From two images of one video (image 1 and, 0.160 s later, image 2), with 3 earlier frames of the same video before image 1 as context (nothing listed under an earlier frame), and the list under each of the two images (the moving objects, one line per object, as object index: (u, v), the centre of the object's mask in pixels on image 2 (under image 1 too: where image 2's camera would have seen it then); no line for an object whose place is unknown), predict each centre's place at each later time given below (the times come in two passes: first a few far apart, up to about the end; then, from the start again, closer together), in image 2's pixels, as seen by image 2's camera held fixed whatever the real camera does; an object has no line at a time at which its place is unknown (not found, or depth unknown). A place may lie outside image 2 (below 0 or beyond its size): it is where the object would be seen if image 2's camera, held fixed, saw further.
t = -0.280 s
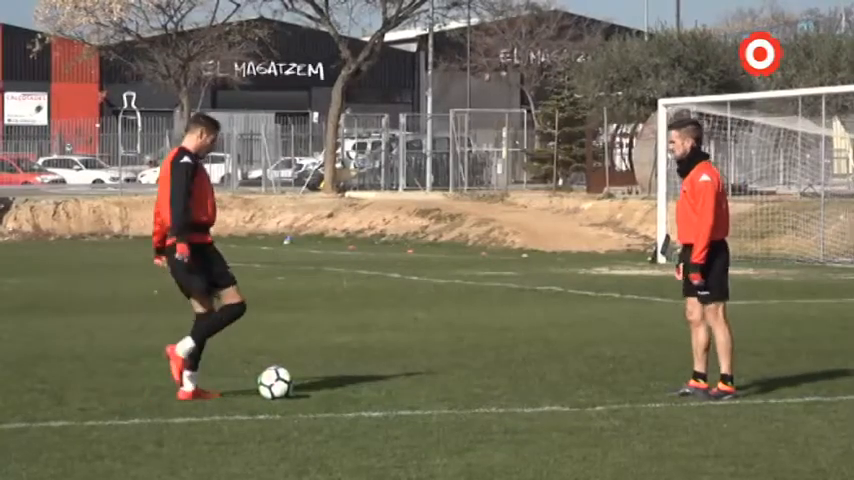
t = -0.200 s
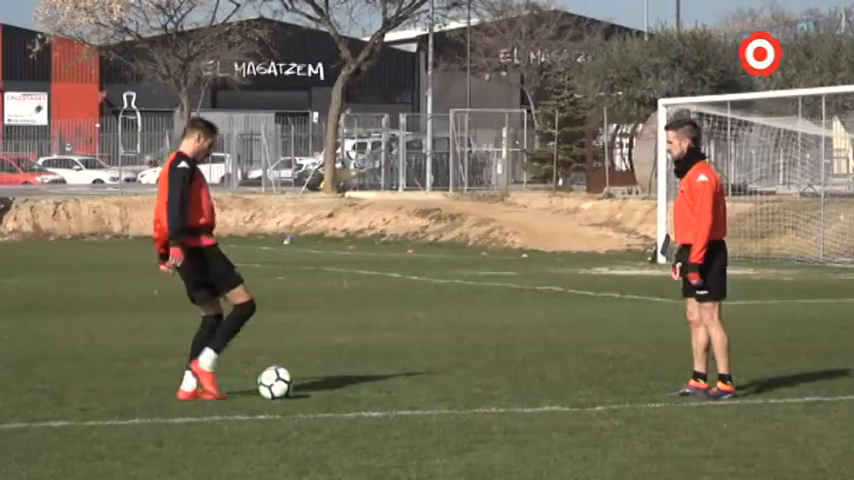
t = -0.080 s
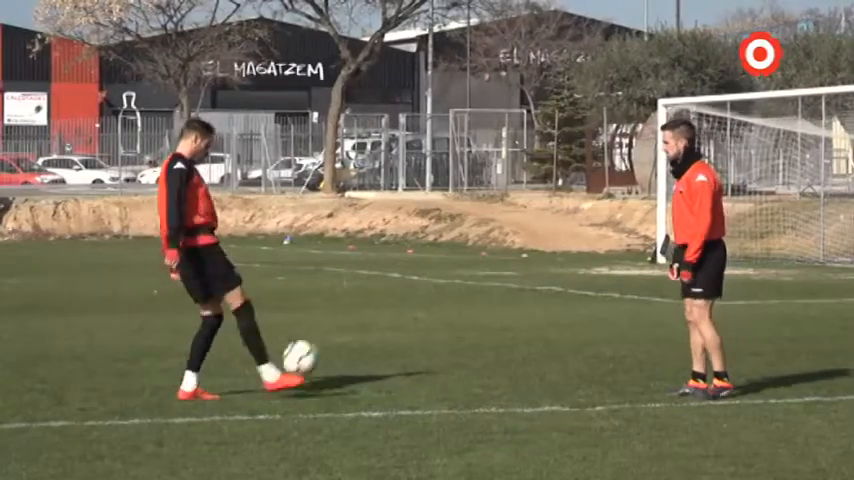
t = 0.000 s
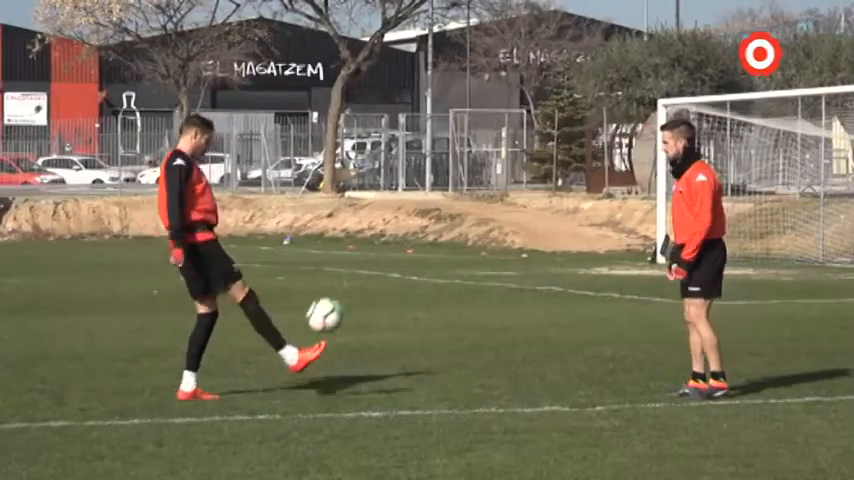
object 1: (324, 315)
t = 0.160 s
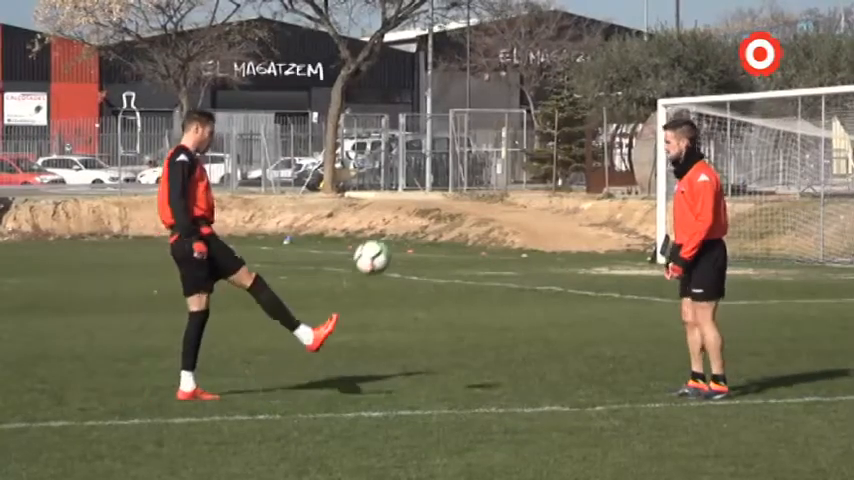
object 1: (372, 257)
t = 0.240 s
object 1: (395, 243)
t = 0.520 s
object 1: (477, 269)
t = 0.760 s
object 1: (547, 386)
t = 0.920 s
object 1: (572, 345)
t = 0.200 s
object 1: (383, 248)
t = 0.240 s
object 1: (395, 243)
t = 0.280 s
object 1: (406, 240)
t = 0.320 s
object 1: (418, 238)
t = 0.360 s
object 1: (430, 239)
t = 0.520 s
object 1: (477, 269)
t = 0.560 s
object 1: (489, 283)
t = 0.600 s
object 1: (501, 300)
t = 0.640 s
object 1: (512, 319)
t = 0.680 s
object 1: (524, 341)
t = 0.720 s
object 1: (536, 365)
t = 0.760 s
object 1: (547, 386)
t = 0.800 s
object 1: (553, 373)
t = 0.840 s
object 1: (560, 361)
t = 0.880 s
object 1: (565, 351)
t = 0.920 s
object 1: (572, 345)
